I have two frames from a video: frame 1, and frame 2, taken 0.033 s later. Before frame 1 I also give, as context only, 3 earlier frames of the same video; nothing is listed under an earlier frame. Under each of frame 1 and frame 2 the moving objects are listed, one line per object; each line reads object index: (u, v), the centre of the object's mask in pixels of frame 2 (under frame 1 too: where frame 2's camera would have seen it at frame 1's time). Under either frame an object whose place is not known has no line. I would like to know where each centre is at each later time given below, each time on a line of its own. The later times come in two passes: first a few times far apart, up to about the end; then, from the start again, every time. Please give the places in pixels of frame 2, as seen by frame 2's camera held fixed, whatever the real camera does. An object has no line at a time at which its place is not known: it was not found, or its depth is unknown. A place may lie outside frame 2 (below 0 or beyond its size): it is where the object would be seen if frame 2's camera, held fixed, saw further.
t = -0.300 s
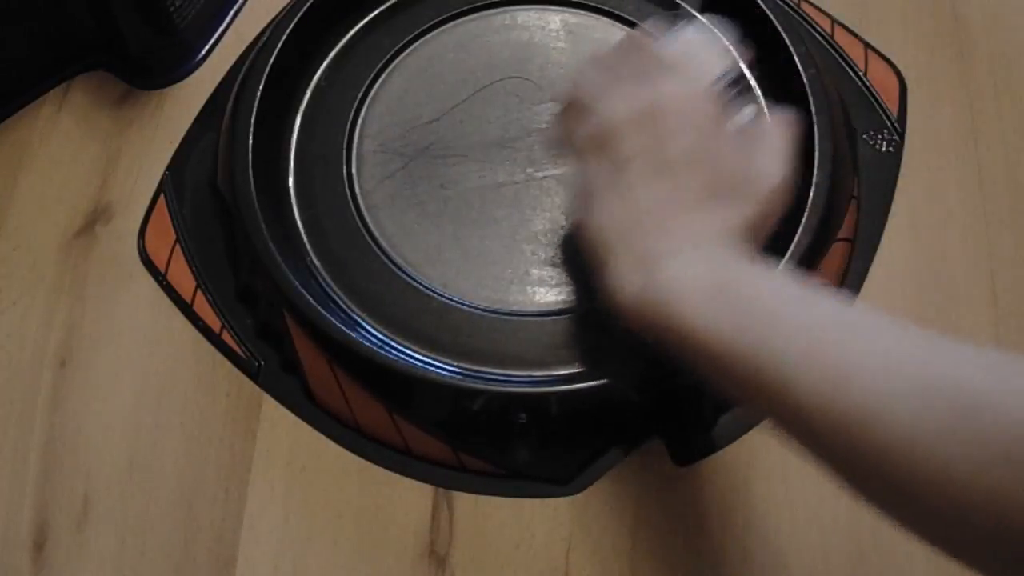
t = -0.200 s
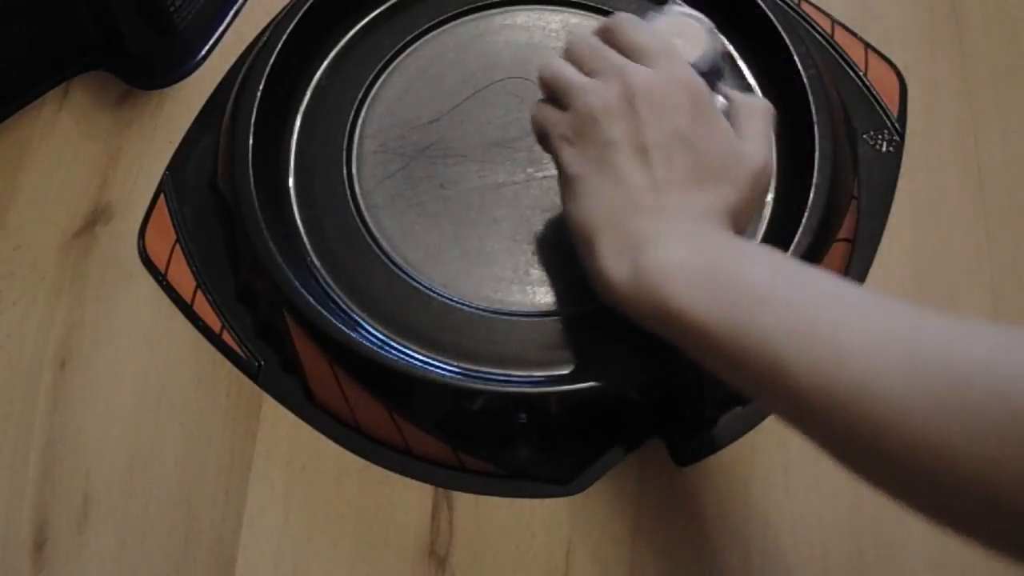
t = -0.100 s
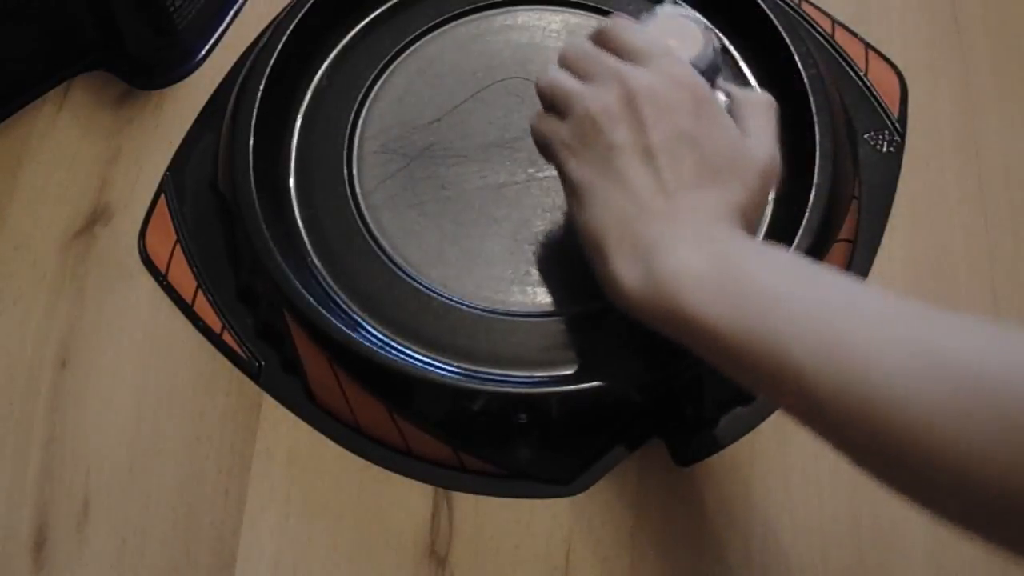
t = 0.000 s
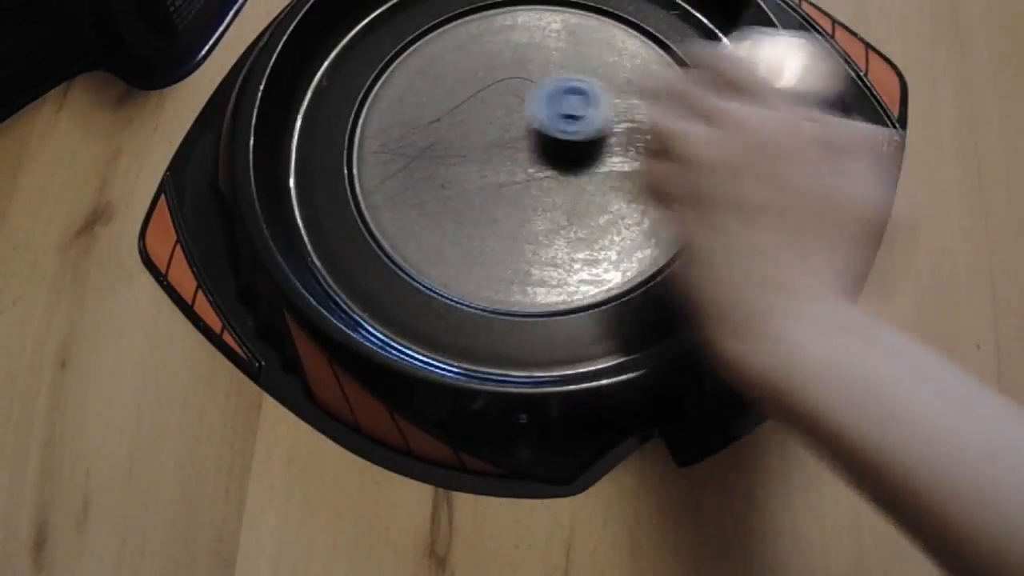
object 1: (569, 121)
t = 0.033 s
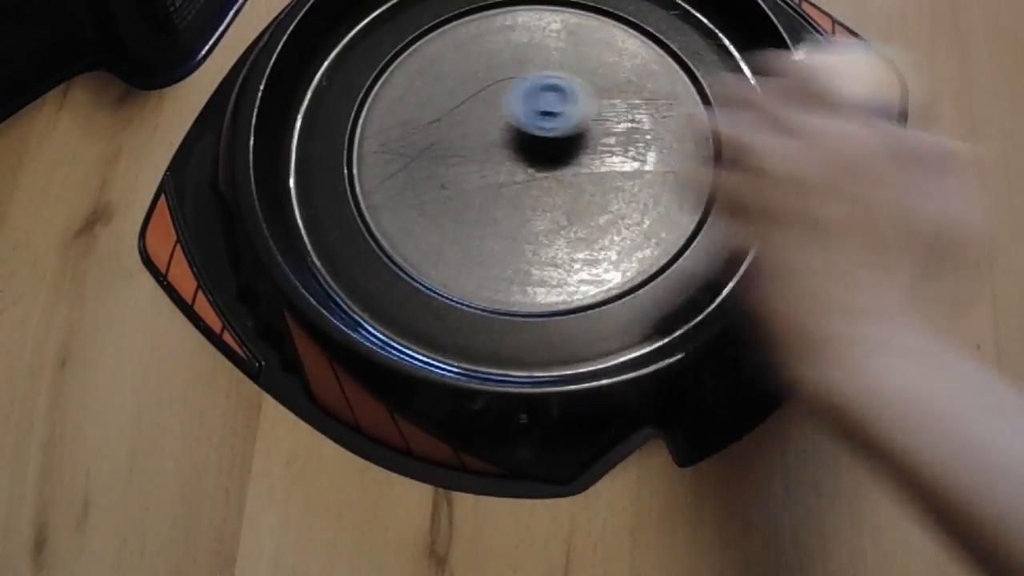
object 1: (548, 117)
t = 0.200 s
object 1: (443, 131)
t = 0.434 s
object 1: (365, 211)
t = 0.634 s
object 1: (434, 273)
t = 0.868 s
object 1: (512, 268)
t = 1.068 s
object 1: (538, 205)
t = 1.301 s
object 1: (498, 133)
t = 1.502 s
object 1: (441, 107)
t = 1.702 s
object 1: (389, 119)
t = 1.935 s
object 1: (381, 172)
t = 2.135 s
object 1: (442, 189)
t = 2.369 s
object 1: (511, 139)
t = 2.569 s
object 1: (522, 75)
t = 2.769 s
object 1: (481, 38)
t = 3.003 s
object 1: (422, 58)
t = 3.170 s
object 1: (429, 100)
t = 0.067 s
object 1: (525, 115)
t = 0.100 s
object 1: (503, 116)
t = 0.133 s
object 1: (483, 119)
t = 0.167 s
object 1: (462, 123)
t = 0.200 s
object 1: (443, 131)
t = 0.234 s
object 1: (425, 139)
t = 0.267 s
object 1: (407, 149)
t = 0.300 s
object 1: (391, 160)
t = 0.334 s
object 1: (375, 165)
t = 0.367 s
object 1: (365, 187)
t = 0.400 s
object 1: (359, 201)
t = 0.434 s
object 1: (365, 211)
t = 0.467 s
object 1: (381, 225)
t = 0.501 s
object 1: (394, 237)
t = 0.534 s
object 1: (401, 248)
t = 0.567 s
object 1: (406, 257)
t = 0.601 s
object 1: (419, 265)
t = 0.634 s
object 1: (434, 273)
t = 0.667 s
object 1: (445, 278)
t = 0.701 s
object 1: (454, 282)
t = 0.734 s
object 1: (466, 283)
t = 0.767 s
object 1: (478, 281)
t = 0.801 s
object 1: (491, 279)
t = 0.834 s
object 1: (503, 274)
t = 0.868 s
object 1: (512, 268)
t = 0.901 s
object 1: (520, 262)
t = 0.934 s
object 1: (527, 253)
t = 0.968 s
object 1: (533, 242)
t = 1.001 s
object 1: (537, 229)
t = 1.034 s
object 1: (538, 219)
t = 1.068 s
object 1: (538, 205)
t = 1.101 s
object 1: (537, 193)
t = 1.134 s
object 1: (534, 181)
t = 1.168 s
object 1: (528, 169)
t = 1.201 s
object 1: (522, 159)
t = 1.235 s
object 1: (515, 150)
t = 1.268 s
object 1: (507, 141)
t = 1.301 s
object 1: (498, 133)
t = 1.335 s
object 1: (489, 126)
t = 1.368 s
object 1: (480, 120)
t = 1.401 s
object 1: (470, 115)
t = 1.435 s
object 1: (460, 112)
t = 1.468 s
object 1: (451, 109)
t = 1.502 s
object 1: (441, 107)
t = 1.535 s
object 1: (432, 106)
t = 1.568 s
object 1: (423, 106)
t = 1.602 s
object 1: (414, 108)
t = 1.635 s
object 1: (405, 110)
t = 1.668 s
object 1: (396, 114)
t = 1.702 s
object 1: (389, 119)
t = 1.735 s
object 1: (382, 124)
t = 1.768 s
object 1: (378, 130)
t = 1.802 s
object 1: (374, 137)
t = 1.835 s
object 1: (372, 146)
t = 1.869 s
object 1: (372, 155)
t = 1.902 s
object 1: (376, 164)
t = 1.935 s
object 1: (381, 172)
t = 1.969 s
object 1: (388, 179)
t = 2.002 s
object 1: (396, 186)
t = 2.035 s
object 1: (406, 189)
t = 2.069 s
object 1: (419, 191)
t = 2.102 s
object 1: (431, 191)
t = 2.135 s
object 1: (442, 189)
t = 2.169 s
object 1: (455, 186)
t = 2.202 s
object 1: (466, 181)
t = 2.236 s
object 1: (476, 174)
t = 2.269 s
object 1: (486, 167)
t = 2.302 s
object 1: (495, 158)
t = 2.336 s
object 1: (504, 149)
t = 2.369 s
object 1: (511, 139)
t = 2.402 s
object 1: (516, 128)
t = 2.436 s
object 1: (521, 118)
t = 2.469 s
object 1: (523, 106)
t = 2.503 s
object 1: (524, 96)
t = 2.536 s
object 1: (524, 86)
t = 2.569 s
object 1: (522, 75)
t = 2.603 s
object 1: (518, 67)
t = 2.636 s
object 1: (513, 57)
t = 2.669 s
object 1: (507, 49)
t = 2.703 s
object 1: (499, 43)
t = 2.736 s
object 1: (490, 40)
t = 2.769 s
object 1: (481, 38)
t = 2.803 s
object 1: (471, 37)
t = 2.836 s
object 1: (461, 37)
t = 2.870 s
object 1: (451, 38)
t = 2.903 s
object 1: (442, 41)
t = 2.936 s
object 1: (434, 45)
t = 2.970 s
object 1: (428, 50)
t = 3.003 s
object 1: (422, 58)
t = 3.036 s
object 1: (419, 66)
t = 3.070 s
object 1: (419, 74)
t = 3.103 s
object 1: (420, 83)
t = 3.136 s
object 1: (423, 92)
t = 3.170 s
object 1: (429, 100)
